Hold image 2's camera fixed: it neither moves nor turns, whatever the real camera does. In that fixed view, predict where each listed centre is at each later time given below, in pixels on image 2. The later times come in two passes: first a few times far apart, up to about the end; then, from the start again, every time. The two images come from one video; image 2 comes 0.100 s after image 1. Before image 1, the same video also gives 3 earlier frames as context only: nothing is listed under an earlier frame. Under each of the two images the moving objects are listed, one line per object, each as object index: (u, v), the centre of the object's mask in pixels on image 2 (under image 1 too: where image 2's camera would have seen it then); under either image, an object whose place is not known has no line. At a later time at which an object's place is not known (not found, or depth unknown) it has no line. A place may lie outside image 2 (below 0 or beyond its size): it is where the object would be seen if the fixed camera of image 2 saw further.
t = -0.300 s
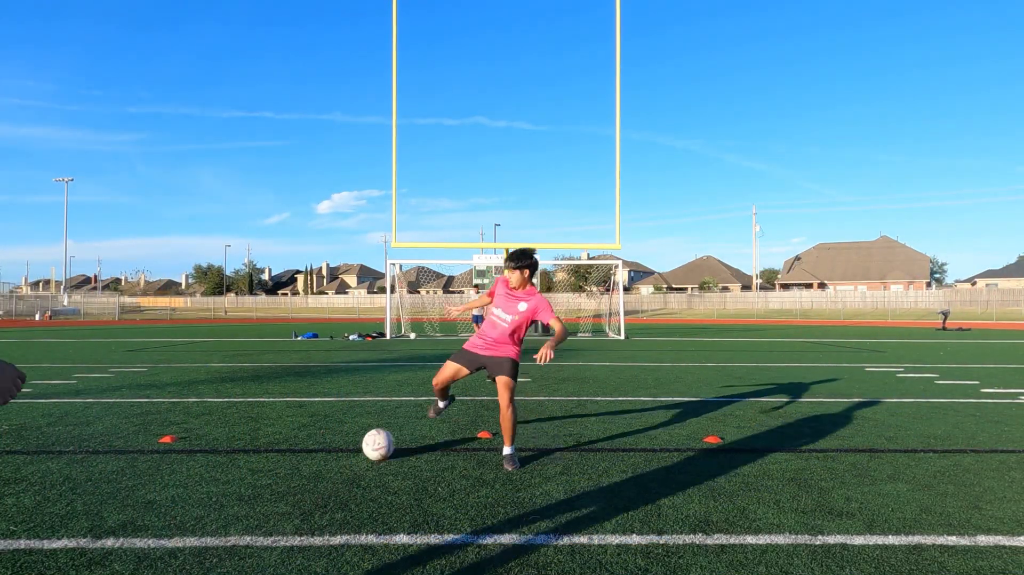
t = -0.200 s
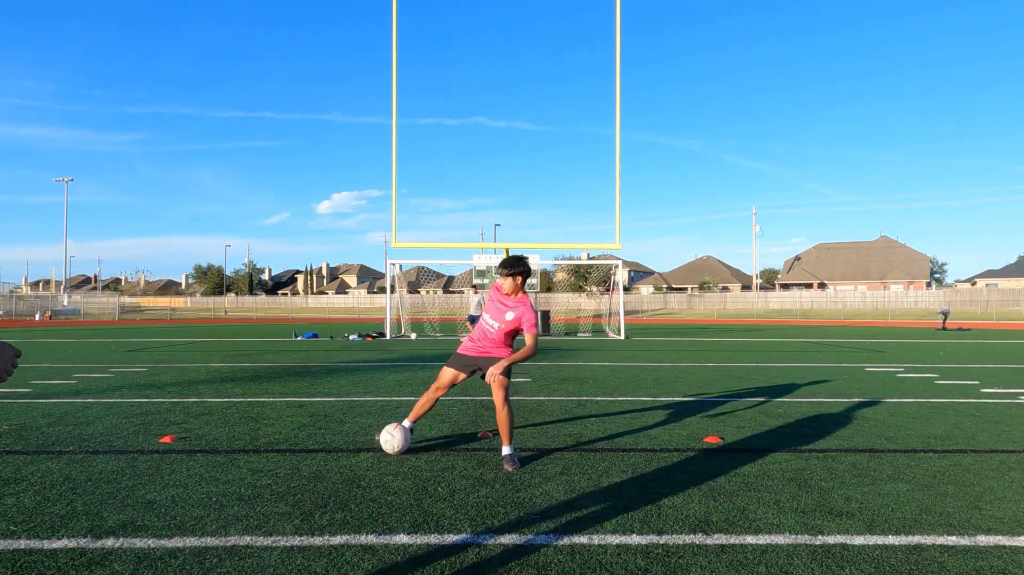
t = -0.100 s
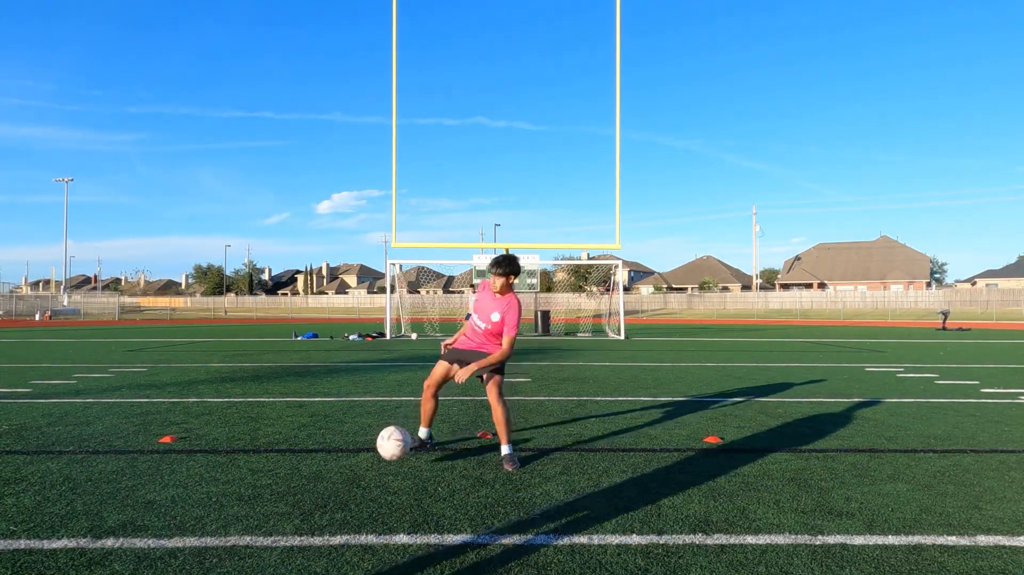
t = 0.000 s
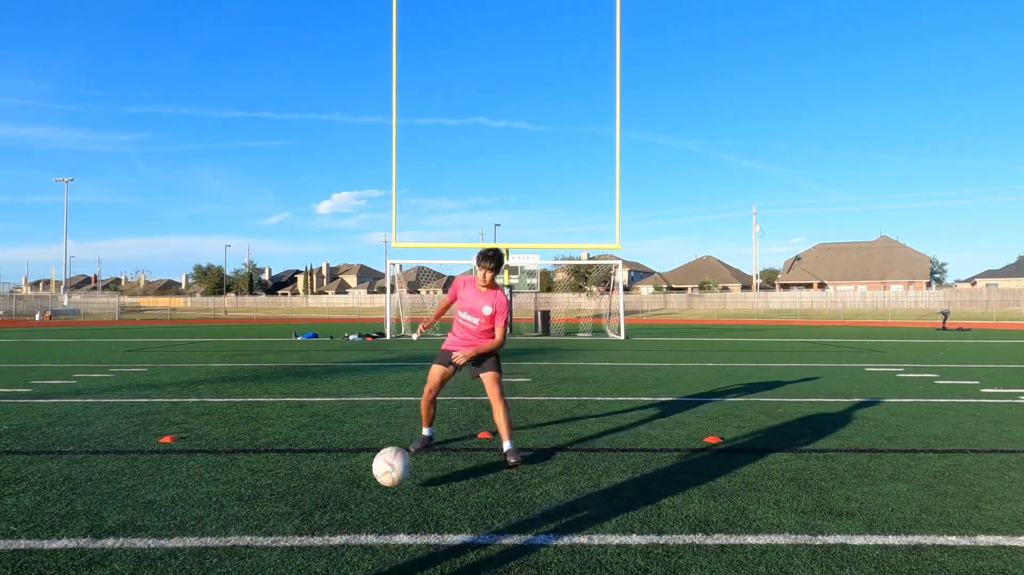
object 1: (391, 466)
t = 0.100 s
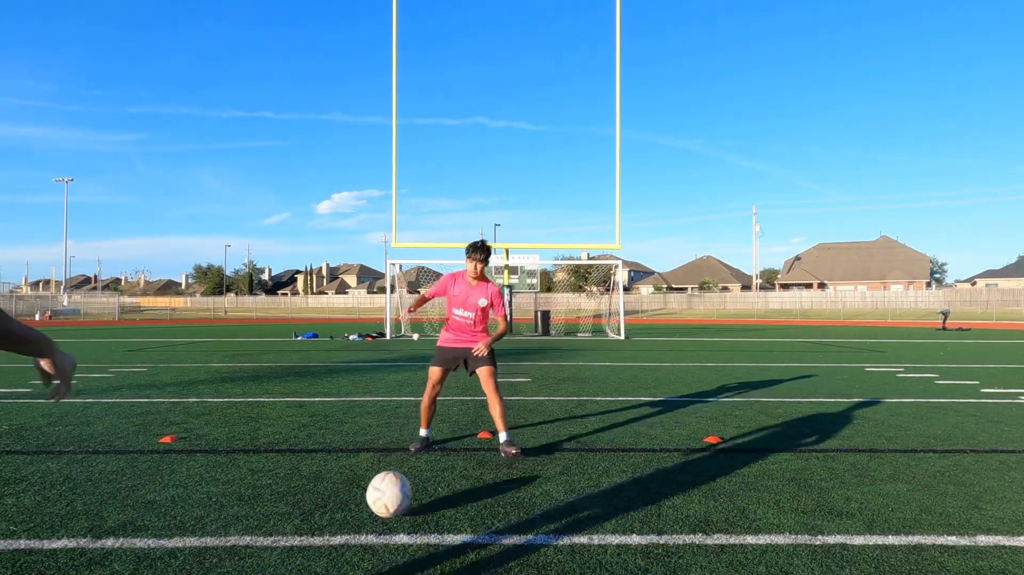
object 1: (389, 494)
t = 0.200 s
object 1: (384, 516)
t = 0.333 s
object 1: (376, 556)
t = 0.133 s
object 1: (388, 499)
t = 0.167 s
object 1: (386, 506)
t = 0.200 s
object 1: (384, 516)
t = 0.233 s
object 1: (382, 530)
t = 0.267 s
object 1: (380, 548)
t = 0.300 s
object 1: (378, 553)
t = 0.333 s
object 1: (376, 556)
